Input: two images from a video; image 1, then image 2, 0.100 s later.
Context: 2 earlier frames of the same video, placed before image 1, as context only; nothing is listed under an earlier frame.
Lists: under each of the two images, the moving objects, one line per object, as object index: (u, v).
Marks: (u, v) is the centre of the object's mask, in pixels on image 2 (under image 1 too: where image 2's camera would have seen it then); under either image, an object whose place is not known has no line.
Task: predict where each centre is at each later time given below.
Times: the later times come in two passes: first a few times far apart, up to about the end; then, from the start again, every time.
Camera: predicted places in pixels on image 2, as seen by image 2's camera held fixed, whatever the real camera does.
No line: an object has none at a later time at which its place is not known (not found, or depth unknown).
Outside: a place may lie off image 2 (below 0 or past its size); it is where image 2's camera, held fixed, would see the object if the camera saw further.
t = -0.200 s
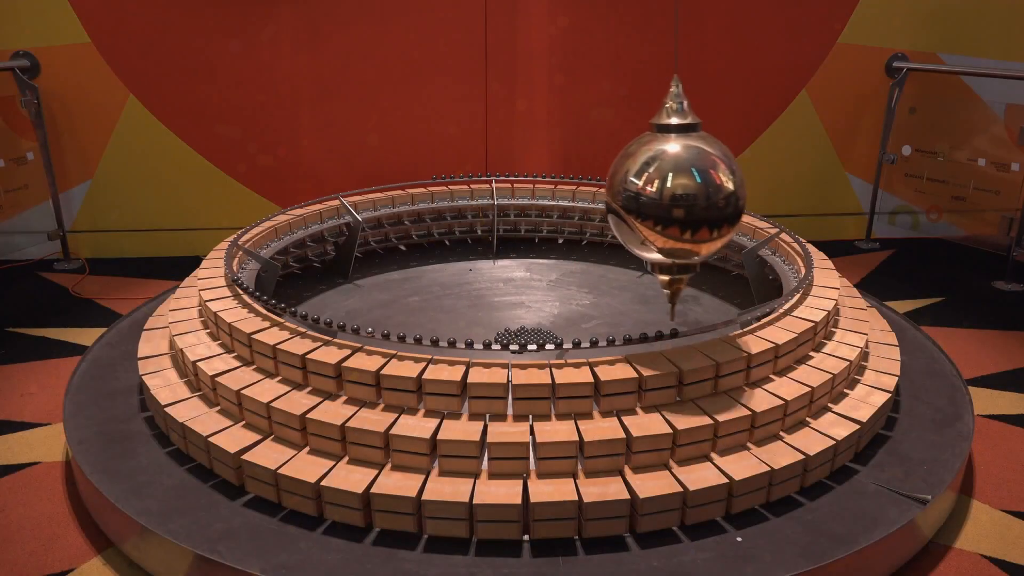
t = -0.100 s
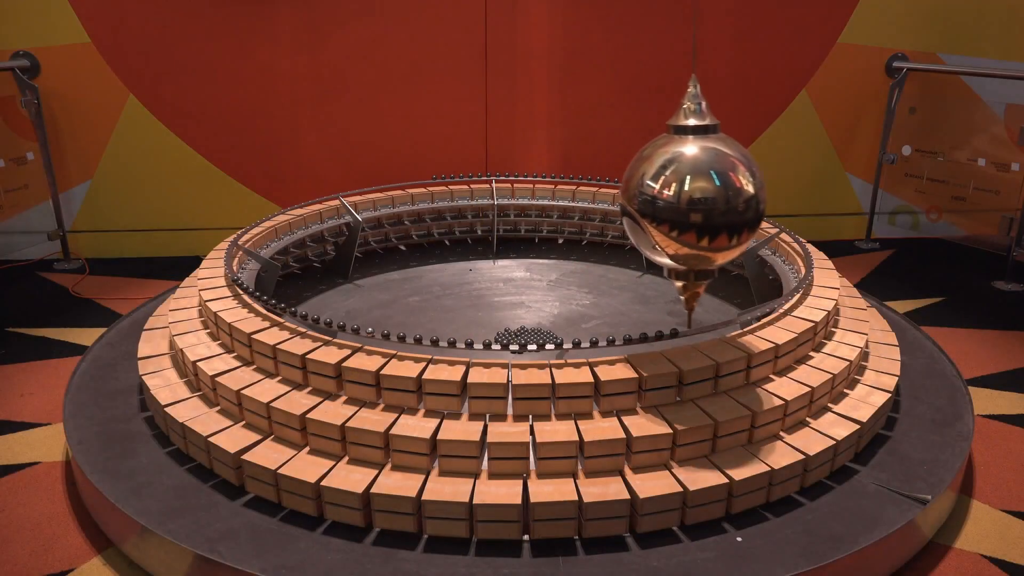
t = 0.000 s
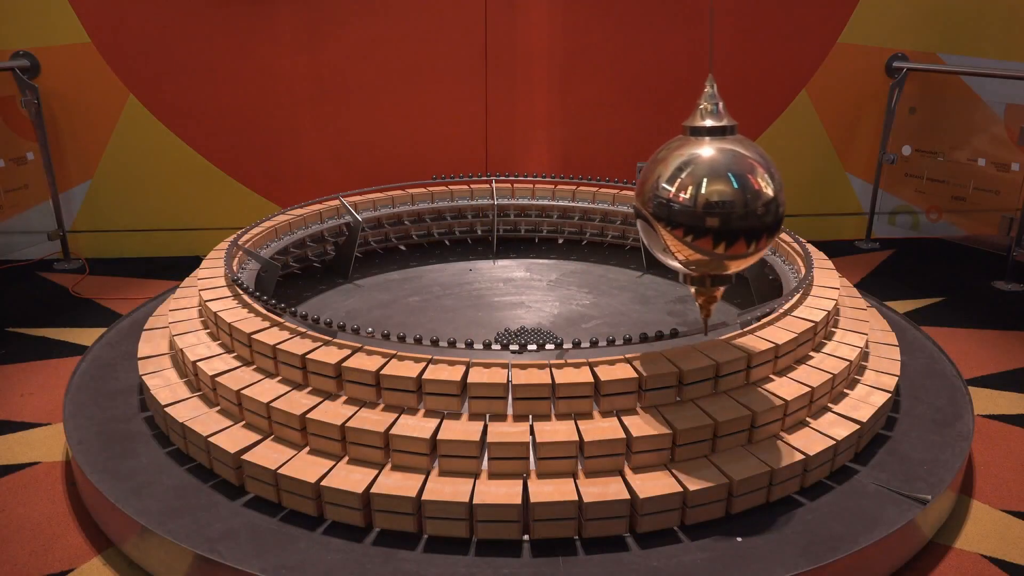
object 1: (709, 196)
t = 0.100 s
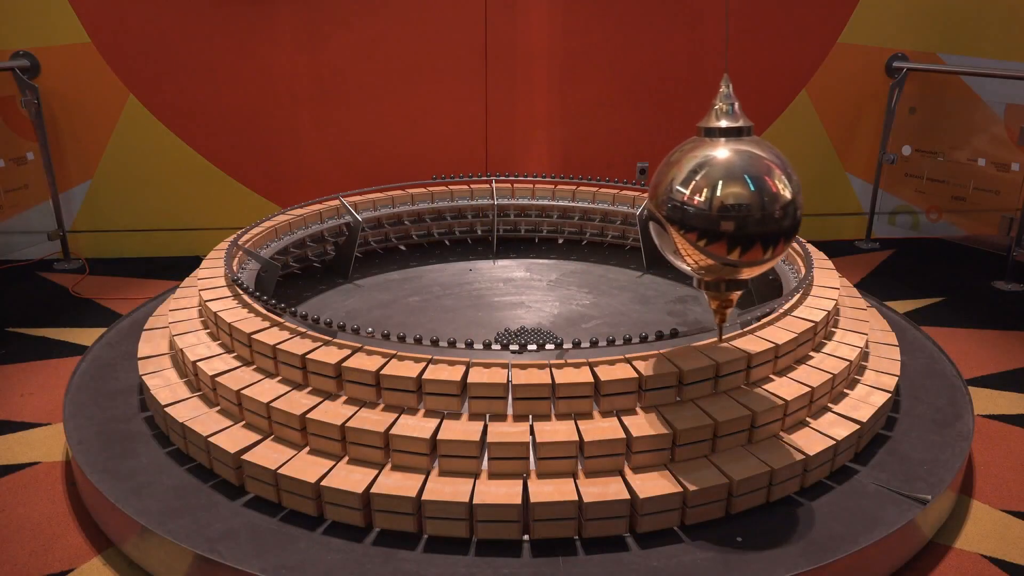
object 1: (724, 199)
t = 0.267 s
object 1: (746, 202)
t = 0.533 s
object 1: (764, 205)
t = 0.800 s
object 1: (760, 204)
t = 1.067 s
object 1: (735, 200)
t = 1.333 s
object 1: (695, 195)
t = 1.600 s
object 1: (647, 184)
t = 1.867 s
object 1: (599, 172)
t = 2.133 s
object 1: (555, 159)
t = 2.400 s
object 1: (516, 146)
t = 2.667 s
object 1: (484, 133)
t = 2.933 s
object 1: (458, 121)
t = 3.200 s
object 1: (437, 110)
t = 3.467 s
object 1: (423, 101)
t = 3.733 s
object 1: (413, 94)
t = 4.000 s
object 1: (409, 91)
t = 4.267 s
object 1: (410, 92)
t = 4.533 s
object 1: (415, 96)
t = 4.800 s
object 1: (424, 103)
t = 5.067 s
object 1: (440, 111)
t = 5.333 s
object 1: (461, 123)
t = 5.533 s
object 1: (480, 132)
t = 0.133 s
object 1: (729, 200)
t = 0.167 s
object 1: (733, 200)
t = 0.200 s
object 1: (738, 201)
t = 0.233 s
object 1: (742, 202)
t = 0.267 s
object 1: (746, 202)
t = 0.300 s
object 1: (749, 202)
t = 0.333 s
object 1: (752, 203)
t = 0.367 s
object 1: (755, 203)
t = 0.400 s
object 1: (757, 204)
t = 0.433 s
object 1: (759, 204)
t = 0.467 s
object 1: (761, 205)
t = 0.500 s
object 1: (763, 205)
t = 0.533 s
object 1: (764, 205)
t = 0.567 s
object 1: (765, 205)
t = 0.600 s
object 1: (765, 205)
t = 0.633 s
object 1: (765, 205)
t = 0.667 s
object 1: (765, 205)
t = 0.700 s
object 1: (764, 205)
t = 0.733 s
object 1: (763, 205)
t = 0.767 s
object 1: (762, 205)
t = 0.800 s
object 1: (760, 204)
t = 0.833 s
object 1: (758, 204)
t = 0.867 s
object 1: (756, 204)
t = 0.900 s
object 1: (753, 203)
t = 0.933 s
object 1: (750, 205)
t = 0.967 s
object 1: (747, 204)
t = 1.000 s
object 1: (743, 204)
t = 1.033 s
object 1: (739, 201)
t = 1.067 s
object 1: (735, 200)
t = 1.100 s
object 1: (730, 201)
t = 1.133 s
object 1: (726, 201)
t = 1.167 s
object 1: (721, 199)
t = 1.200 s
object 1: (716, 199)
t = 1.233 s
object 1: (711, 198)
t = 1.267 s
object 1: (706, 197)
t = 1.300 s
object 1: (700, 196)
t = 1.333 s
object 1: (695, 195)
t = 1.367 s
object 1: (689, 193)
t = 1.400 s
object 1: (683, 193)
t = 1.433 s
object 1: (677, 191)
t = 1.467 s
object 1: (671, 190)
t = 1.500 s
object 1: (665, 189)
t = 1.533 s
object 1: (659, 187)
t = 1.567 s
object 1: (653, 185)
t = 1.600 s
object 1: (647, 184)
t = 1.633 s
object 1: (641, 181)
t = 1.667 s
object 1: (635, 181)
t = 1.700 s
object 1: (629, 180)
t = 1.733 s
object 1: (623, 179)
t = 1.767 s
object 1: (617, 177)
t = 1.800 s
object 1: (611, 175)
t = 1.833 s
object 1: (605, 174)
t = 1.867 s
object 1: (599, 172)
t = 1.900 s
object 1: (593, 171)
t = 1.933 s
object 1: (588, 169)
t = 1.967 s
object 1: (582, 168)
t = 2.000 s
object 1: (576, 166)
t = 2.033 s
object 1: (570, 164)
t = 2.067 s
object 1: (565, 163)
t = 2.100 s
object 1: (560, 161)
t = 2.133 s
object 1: (555, 159)
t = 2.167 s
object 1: (549, 158)
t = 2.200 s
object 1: (544, 156)
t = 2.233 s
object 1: (539, 155)
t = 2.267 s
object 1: (535, 153)
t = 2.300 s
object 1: (530, 151)
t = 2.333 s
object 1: (525, 149)
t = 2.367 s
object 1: (520, 148)
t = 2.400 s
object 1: (516, 146)
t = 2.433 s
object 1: (511, 145)
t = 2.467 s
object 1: (507, 143)
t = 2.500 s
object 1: (503, 141)
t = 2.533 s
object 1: (499, 140)
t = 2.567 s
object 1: (495, 138)
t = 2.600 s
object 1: (491, 136)
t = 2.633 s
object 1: (487, 135)
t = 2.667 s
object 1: (484, 133)
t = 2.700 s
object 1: (480, 132)
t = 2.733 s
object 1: (476, 130)
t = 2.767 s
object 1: (473, 128)
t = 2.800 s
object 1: (470, 127)
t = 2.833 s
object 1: (466, 125)
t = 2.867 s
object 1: (463, 124)
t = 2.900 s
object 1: (460, 123)
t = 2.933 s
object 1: (458, 121)
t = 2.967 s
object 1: (455, 120)
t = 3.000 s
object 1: (452, 118)
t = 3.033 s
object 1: (450, 117)
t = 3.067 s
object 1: (447, 115)
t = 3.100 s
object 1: (444, 114)
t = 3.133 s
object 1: (442, 113)
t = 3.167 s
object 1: (440, 111)
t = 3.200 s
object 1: (437, 110)
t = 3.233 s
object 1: (435, 109)
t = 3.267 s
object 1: (433, 108)
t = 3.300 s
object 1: (432, 106)
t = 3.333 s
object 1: (430, 105)
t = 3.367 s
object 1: (428, 104)
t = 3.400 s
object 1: (426, 103)
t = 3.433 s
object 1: (425, 102)
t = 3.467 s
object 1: (423, 101)
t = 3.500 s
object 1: (422, 100)
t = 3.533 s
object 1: (420, 99)
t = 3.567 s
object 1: (419, 98)
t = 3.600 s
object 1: (418, 97)
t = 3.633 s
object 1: (416, 97)
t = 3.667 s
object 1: (415, 96)
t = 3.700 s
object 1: (414, 95)
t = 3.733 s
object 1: (413, 94)
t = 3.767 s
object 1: (413, 94)
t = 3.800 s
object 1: (412, 94)
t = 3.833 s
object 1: (411, 93)
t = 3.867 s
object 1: (411, 93)
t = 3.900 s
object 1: (410, 92)
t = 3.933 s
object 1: (410, 92)
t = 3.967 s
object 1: (409, 91)
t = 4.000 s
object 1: (409, 91)
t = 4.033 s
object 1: (409, 91)
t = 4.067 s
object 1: (409, 92)
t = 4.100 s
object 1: (409, 92)
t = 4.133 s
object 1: (409, 92)
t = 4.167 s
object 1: (409, 92)
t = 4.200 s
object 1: (409, 92)
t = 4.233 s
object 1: (409, 92)
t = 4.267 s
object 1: (410, 92)
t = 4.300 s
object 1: (410, 92)
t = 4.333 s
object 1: (410, 92)
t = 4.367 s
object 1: (411, 93)
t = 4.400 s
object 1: (412, 93)
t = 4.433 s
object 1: (412, 93)
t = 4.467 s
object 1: (413, 94)
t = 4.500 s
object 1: (414, 95)
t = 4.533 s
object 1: (415, 96)
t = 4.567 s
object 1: (415, 97)
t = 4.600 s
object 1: (416, 97)
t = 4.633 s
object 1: (418, 98)
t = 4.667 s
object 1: (419, 99)
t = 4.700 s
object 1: (420, 99)
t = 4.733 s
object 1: (422, 101)
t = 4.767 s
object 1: (423, 101)
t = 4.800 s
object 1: (424, 103)
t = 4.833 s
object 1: (426, 103)
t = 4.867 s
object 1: (428, 104)
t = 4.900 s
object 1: (429, 105)
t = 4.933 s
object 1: (431, 106)
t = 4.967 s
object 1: (433, 108)
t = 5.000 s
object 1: (435, 109)
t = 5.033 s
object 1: (438, 110)
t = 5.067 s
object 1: (440, 111)
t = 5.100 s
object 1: (442, 113)
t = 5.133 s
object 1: (444, 115)
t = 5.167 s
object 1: (447, 116)
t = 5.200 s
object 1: (450, 117)
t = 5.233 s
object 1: (452, 119)
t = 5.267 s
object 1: (455, 120)
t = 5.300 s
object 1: (458, 122)
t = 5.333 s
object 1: (461, 123)
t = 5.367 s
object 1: (464, 124)
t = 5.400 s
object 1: (467, 126)
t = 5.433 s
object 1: (470, 127)
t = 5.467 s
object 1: (473, 129)
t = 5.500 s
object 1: (477, 131)
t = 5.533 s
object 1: (480, 132)
